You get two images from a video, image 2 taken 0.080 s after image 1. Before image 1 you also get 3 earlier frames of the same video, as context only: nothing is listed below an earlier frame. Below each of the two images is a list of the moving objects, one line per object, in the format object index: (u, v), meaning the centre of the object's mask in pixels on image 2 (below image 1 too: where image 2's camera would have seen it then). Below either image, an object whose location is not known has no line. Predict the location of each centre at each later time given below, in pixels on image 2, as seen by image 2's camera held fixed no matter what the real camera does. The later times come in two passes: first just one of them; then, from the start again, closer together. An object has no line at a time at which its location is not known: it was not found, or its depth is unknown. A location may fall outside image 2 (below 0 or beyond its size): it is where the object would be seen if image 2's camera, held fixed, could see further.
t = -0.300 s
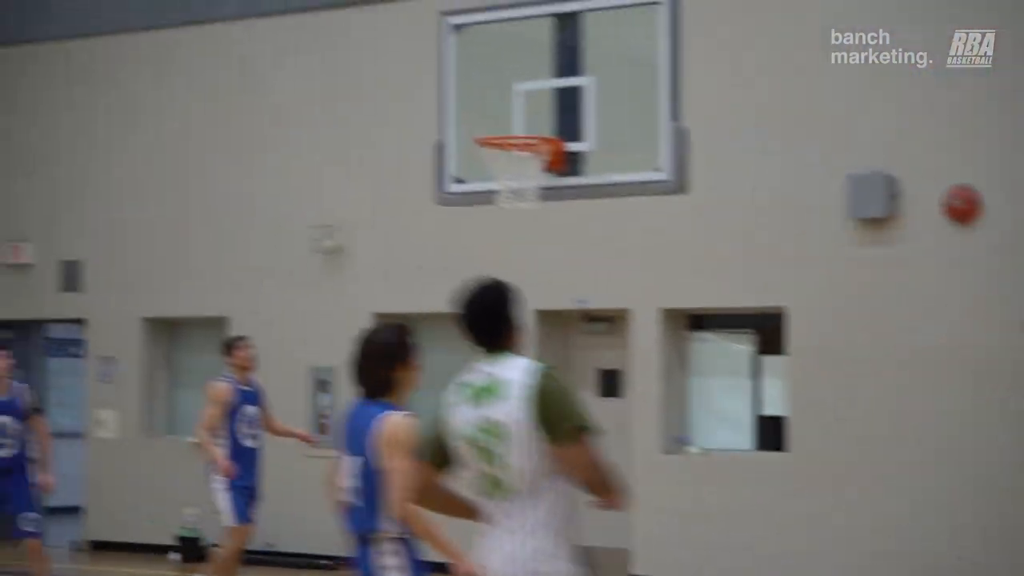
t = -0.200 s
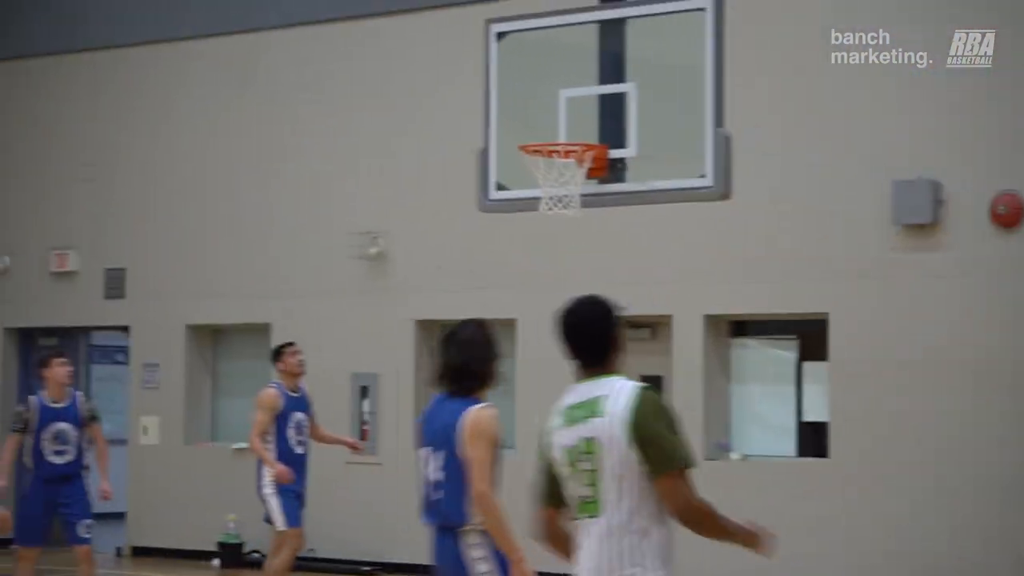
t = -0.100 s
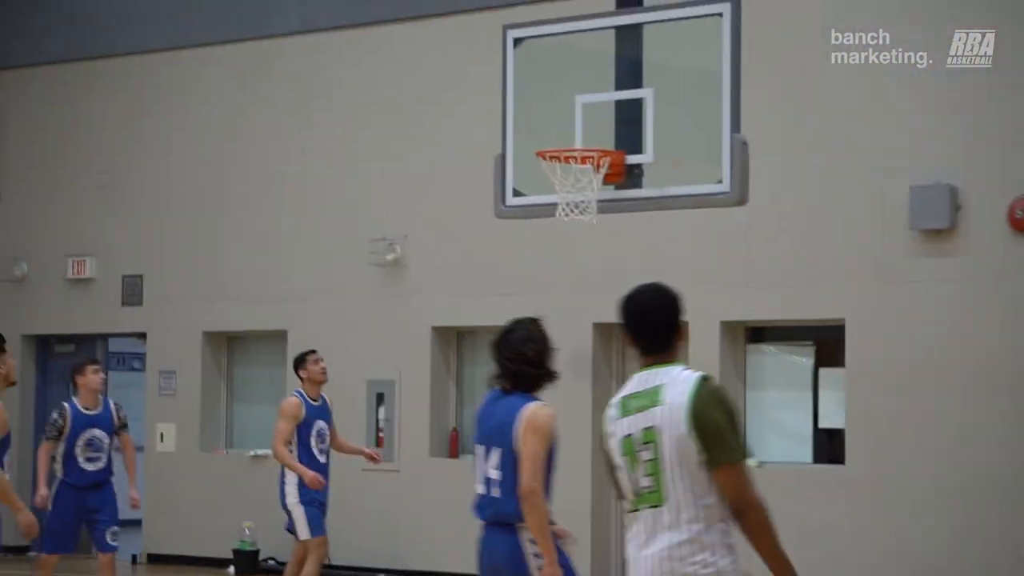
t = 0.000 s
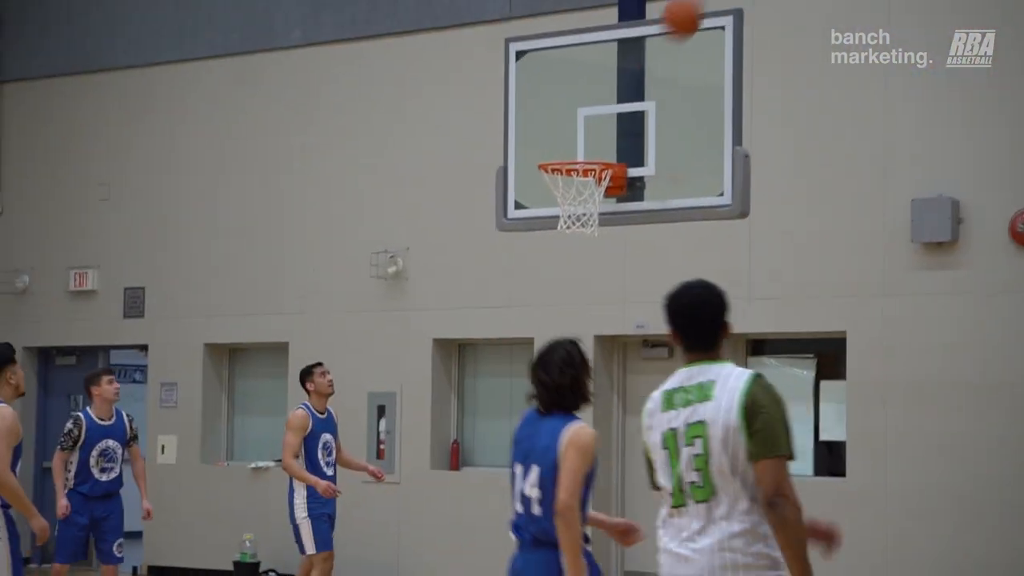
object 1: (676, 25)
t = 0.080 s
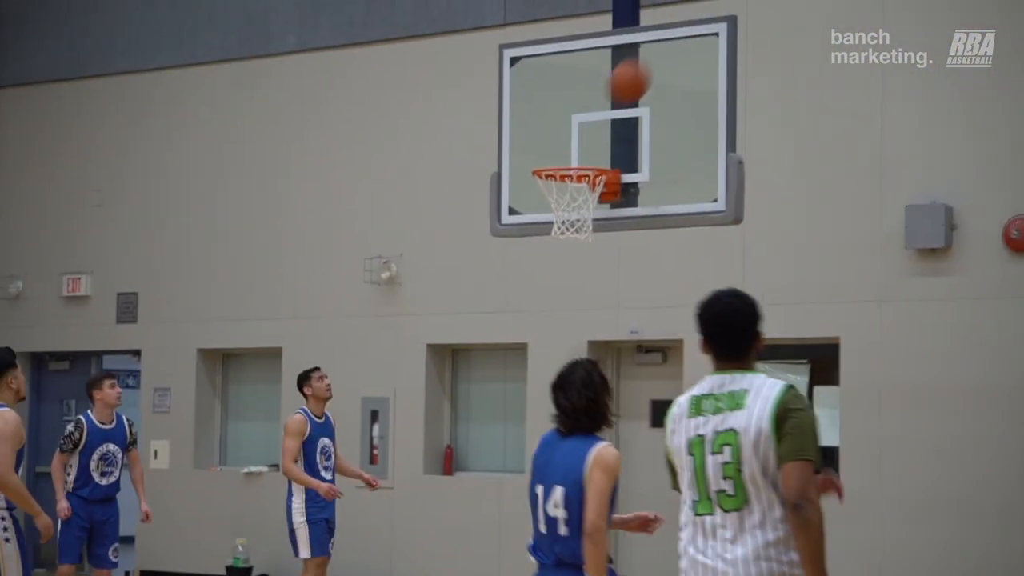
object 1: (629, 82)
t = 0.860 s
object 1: (552, 460)
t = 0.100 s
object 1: (618, 95)
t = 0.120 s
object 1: (607, 112)
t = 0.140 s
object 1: (596, 130)
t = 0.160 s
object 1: (584, 145)
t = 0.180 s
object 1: (575, 157)
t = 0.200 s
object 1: (560, 181)
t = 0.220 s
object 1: (553, 198)
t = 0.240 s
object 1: (549, 203)
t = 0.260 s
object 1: (547, 203)
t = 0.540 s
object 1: (548, 255)
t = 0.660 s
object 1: (552, 313)
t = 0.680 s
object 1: (551, 325)
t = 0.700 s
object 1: (551, 338)
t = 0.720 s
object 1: (551, 351)
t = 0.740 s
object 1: (551, 363)
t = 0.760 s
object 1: (551, 379)
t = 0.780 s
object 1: (551, 394)
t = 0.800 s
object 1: (552, 409)
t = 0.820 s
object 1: (550, 426)
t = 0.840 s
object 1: (551, 442)
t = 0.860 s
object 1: (552, 460)
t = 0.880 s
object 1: (551, 478)
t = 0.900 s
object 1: (551, 497)
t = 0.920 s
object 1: (551, 517)
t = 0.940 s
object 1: (550, 538)
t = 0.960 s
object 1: (550, 558)
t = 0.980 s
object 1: (549, 573)
